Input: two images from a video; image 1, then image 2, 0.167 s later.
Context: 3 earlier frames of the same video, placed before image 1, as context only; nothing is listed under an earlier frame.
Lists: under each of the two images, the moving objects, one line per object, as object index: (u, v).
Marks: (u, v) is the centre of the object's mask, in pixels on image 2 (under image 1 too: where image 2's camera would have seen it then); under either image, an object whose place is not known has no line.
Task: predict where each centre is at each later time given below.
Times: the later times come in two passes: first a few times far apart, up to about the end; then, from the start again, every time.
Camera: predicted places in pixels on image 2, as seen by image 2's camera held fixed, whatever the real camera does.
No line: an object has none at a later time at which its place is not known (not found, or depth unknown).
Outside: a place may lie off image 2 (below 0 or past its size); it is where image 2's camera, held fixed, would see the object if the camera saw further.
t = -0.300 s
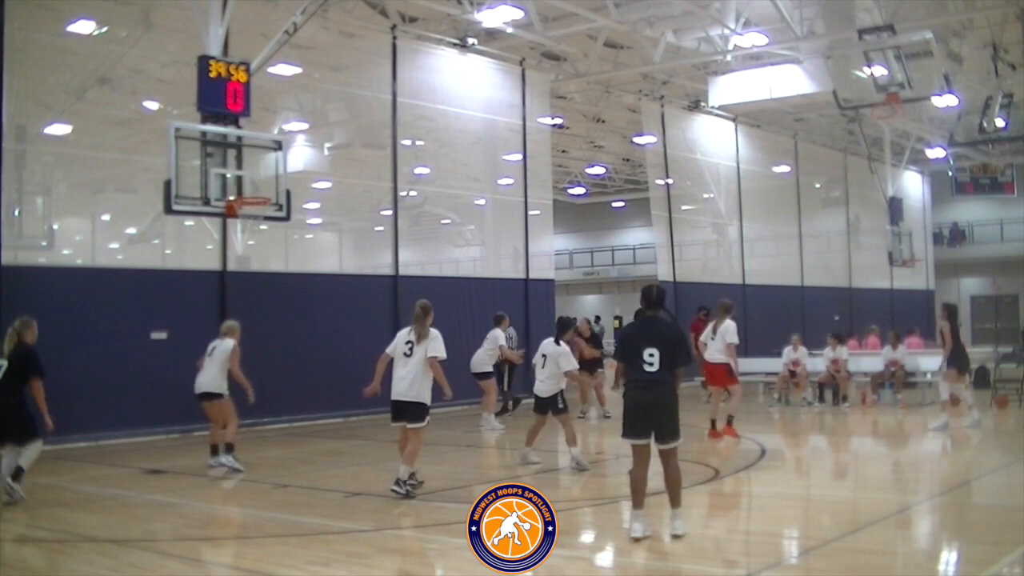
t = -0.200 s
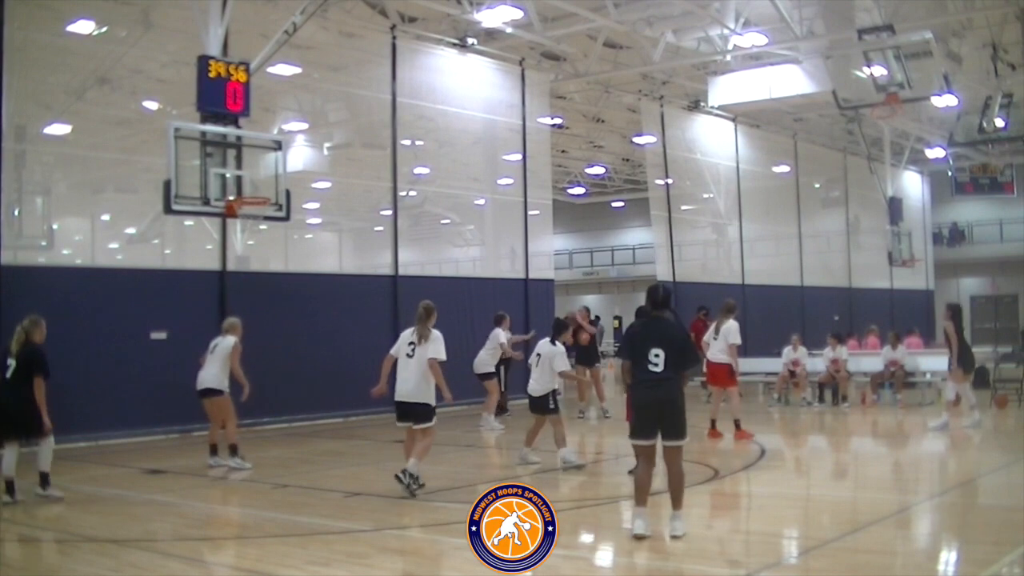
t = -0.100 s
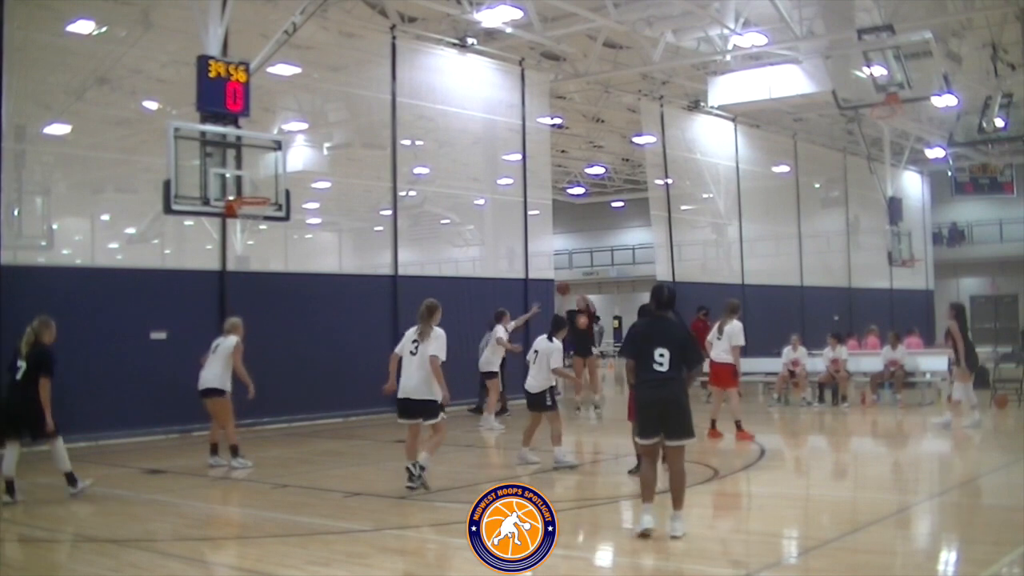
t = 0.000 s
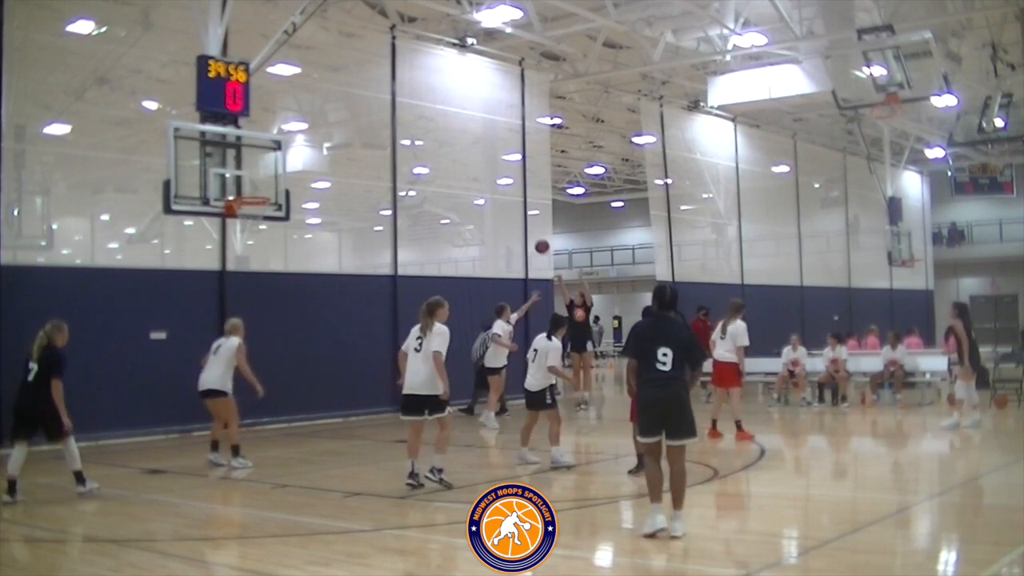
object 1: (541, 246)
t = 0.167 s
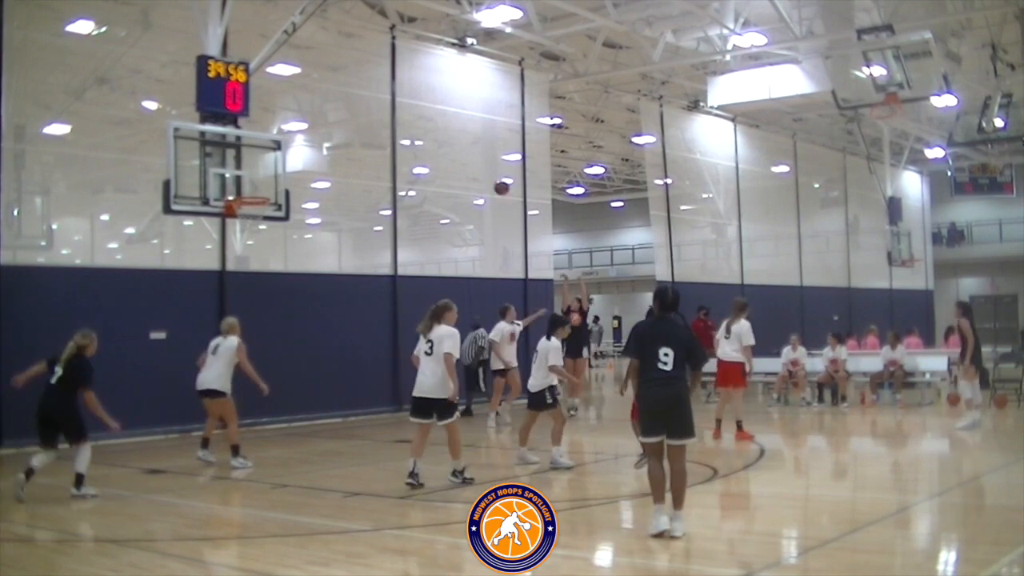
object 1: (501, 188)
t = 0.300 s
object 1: (468, 152)
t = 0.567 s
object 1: (400, 115)
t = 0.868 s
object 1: (315, 132)
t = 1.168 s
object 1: (239, 216)
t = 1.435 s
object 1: (254, 297)
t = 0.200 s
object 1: (493, 177)
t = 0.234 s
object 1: (484, 168)
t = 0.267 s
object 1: (476, 160)
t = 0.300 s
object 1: (468, 152)
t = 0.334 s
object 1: (459, 145)
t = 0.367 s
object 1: (451, 138)
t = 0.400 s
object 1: (442, 133)
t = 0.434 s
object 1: (434, 127)
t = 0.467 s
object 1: (425, 123)
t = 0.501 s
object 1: (416, 120)
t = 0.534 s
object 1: (408, 117)
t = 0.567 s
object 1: (400, 115)
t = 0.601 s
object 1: (390, 114)
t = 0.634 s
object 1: (381, 113)
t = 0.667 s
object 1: (372, 113)
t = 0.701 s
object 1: (362, 114)
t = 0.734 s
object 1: (353, 115)
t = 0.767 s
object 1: (344, 118)
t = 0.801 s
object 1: (334, 122)
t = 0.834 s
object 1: (325, 126)
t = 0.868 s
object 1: (315, 132)
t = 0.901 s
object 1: (305, 138)
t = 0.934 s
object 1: (296, 144)
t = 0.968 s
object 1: (286, 153)
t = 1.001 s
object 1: (276, 162)
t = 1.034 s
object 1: (266, 172)
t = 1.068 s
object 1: (256, 183)
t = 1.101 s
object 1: (247, 195)
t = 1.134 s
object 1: (240, 208)
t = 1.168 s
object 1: (239, 216)
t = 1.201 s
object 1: (240, 223)
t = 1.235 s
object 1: (242, 231)
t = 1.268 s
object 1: (244, 240)
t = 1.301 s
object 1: (246, 250)
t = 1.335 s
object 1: (248, 261)
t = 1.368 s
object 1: (250, 272)
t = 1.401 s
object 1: (252, 284)
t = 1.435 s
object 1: (254, 297)
